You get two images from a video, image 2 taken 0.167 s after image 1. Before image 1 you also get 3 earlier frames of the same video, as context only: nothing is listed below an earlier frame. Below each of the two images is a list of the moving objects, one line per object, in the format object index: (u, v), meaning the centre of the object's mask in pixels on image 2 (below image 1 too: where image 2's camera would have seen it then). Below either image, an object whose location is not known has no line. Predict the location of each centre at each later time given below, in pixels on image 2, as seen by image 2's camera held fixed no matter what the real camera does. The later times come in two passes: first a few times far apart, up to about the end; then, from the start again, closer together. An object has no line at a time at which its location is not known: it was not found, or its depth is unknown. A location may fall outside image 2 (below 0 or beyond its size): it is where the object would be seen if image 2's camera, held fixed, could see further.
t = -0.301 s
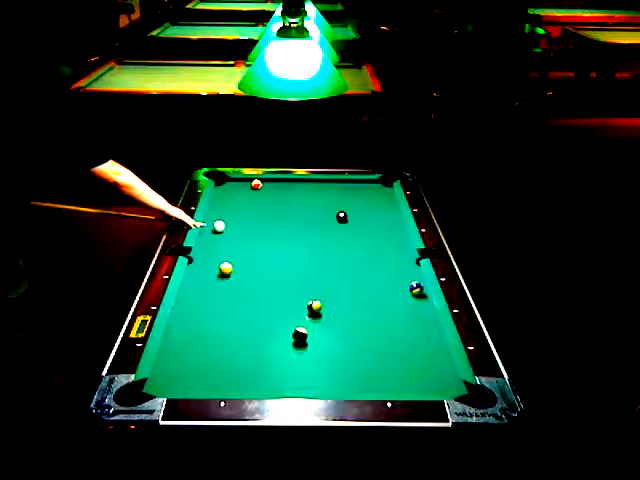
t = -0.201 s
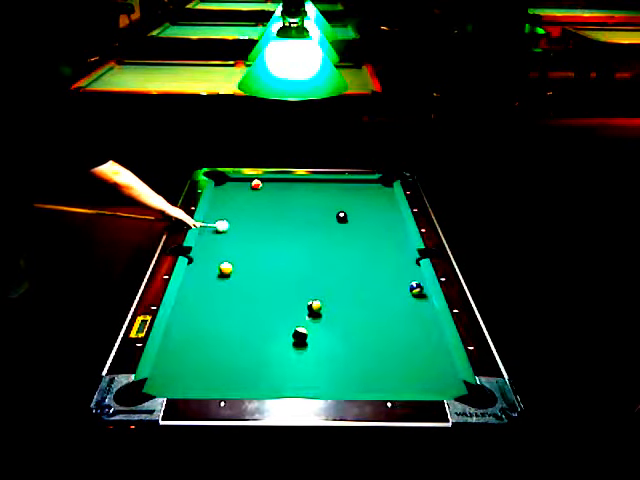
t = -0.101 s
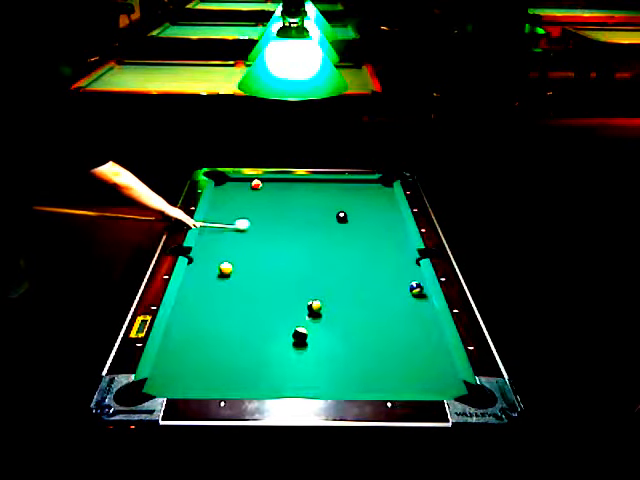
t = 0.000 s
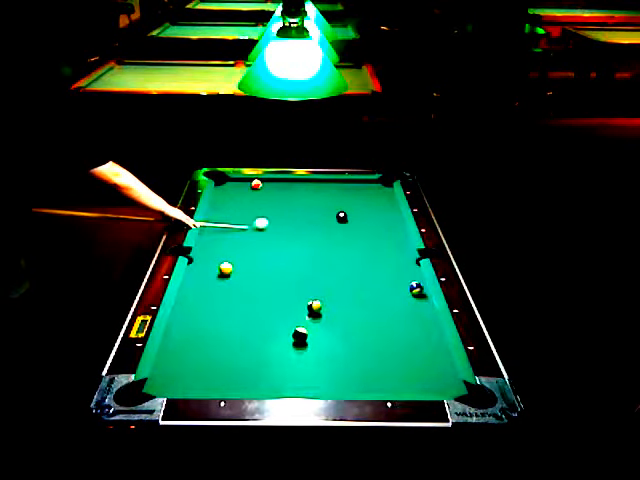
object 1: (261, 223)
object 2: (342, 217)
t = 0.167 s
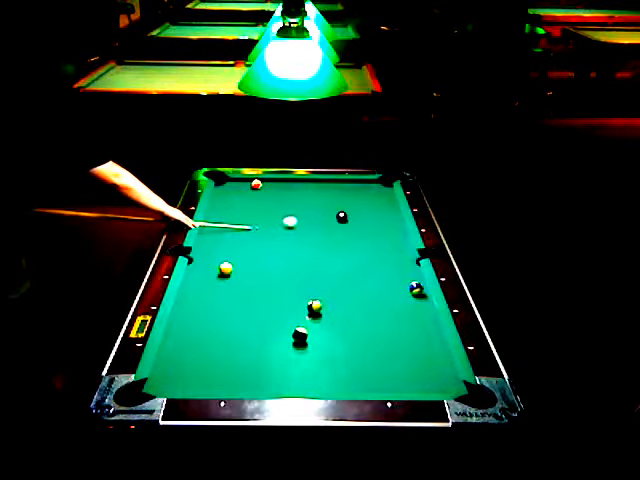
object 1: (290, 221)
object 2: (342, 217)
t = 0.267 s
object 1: (307, 220)
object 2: (342, 217)
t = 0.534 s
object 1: (341, 221)
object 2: (351, 214)
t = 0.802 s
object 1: (364, 224)
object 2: (368, 209)
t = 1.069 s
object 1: (385, 228)
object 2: (384, 204)
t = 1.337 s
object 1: (402, 232)
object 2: (389, 200)
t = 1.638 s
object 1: (391, 234)
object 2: (381, 198)
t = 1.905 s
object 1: (382, 235)
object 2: (374, 196)
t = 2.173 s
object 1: (375, 237)
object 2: (367, 194)
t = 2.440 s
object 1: (368, 238)
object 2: (362, 193)
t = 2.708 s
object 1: (362, 239)
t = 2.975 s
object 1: (358, 240)
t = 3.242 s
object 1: (355, 241)
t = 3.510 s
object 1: (352, 242)
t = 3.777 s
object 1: (351, 242)
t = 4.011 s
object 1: (350, 242)
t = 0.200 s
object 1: (295, 220)
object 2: (342, 217)
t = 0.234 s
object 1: (301, 220)
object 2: (342, 217)
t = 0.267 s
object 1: (307, 220)
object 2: (342, 217)
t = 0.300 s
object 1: (312, 219)
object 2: (342, 217)
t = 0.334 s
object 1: (318, 219)
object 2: (342, 217)
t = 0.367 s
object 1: (323, 219)
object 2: (342, 217)
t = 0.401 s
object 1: (329, 219)
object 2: (342, 217)
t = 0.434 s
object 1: (333, 219)
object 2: (343, 217)
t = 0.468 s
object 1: (336, 219)
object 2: (346, 215)
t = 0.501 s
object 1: (338, 220)
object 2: (349, 215)
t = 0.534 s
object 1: (341, 221)
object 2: (351, 214)
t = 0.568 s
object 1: (344, 221)
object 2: (353, 214)
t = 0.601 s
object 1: (347, 221)
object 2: (355, 213)
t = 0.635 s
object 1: (349, 222)
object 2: (357, 212)
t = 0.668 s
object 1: (352, 223)
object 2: (359, 211)
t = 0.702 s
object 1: (355, 223)
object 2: (362, 211)
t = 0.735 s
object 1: (358, 223)
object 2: (364, 210)
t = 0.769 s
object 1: (361, 224)
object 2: (366, 211)
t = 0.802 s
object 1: (364, 224)
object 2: (368, 209)
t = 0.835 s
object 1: (366, 225)
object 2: (370, 208)
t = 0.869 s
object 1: (369, 225)
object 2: (373, 207)
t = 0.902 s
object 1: (372, 226)
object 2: (375, 206)
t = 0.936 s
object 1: (374, 226)
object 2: (376, 207)
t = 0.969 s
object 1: (377, 227)
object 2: (379, 206)
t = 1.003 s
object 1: (379, 227)
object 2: (380, 206)
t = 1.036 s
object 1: (382, 227)
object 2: (382, 205)
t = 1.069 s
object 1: (385, 228)
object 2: (384, 204)
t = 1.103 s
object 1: (387, 229)
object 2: (386, 204)
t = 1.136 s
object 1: (390, 229)
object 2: (388, 203)
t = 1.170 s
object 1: (393, 229)
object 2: (389, 202)
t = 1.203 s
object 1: (395, 230)
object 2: (392, 202)
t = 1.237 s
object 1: (398, 230)
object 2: (393, 202)
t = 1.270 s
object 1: (401, 231)
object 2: (392, 201)
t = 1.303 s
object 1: (403, 231)
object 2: (391, 200)
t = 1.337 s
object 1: (402, 232)
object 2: (389, 200)
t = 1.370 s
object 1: (401, 232)
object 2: (389, 200)
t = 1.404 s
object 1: (399, 232)
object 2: (388, 200)
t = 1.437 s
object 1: (398, 232)
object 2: (387, 199)
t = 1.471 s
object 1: (397, 232)
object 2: (386, 199)
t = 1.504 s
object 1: (395, 233)
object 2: (385, 199)
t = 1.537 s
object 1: (394, 233)
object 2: (383, 198)
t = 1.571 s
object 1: (393, 233)
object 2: (382, 198)
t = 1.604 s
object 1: (392, 233)
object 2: (381, 198)
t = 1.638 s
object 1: (391, 234)
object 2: (381, 198)
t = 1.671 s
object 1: (389, 234)
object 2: (380, 197)
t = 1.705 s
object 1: (389, 234)
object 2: (379, 197)
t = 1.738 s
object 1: (387, 234)
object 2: (378, 197)
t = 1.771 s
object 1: (386, 234)
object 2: (377, 197)
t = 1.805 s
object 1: (385, 234)
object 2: (376, 197)
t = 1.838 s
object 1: (384, 235)
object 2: (375, 197)
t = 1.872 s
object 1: (383, 235)
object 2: (375, 197)
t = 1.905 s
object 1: (382, 235)
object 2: (374, 196)
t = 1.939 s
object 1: (381, 235)
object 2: (373, 196)
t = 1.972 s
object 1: (380, 236)
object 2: (372, 196)
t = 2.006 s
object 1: (379, 236)
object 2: (371, 195)
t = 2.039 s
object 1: (378, 236)
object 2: (370, 194)
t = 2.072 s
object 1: (377, 236)
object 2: (369, 194)
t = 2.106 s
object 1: (376, 236)
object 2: (369, 194)
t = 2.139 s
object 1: (375, 237)
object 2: (368, 194)
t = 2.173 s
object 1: (375, 237)
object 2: (367, 194)
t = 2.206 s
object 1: (374, 237)
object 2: (366, 194)
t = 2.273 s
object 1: (372, 237)
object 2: (365, 194)
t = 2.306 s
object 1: (371, 237)
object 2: (364, 193)
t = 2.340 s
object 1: (370, 238)
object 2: (364, 193)
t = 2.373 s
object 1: (370, 238)
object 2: (363, 193)
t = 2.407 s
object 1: (369, 238)
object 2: (363, 193)
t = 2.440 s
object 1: (368, 238)
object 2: (362, 193)
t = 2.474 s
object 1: (367, 238)
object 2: (362, 193)
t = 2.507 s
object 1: (366, 238)
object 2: (361, 193)
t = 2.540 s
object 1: (366, 239)
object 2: (361, 193)
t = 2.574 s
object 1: (365, 238)
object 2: (360, 193)
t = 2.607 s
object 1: (364, 239)
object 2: (360, 193)
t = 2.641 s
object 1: (364, 239)
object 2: (359, 193)
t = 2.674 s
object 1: (363, 239)
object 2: (359, 193)
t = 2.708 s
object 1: (362, 239)
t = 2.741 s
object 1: (362, 240)
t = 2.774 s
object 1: (361, 239)
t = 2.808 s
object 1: (361, 240)
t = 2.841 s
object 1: (360, 240)
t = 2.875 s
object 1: (359, 240)
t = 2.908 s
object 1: (359, 240)
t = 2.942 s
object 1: (359, 240)
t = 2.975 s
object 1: (358, 240)
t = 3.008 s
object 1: (357, 240)
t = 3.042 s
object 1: (357, 240)
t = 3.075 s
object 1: (356, 240)
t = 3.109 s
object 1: (356, 241)
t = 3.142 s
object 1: (356, 241)
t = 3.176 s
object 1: (355, 241)
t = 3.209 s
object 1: (355, 241)
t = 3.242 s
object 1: (355, 241)
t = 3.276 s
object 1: (354, 241)
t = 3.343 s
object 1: (354, 241)
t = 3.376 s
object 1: (353, 242)
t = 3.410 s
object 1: (353, 242)
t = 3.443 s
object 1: (353, 242)
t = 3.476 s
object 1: (352, 242)
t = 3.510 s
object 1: (352, 242)
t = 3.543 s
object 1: (352, 242)
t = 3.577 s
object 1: (352, 242)
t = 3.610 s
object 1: (352, 242)
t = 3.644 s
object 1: (351, 242)
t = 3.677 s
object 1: (351, 242)
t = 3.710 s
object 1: (351, 242)
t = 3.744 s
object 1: (351, 242)
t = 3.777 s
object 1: (351, 242)
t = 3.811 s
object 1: (351, 242)
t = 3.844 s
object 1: (351, 242)
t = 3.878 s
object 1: (350, 242)
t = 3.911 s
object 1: (350, 242)
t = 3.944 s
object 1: (350, 242)
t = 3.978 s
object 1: (350, 242)
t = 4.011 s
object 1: (350, 242)
